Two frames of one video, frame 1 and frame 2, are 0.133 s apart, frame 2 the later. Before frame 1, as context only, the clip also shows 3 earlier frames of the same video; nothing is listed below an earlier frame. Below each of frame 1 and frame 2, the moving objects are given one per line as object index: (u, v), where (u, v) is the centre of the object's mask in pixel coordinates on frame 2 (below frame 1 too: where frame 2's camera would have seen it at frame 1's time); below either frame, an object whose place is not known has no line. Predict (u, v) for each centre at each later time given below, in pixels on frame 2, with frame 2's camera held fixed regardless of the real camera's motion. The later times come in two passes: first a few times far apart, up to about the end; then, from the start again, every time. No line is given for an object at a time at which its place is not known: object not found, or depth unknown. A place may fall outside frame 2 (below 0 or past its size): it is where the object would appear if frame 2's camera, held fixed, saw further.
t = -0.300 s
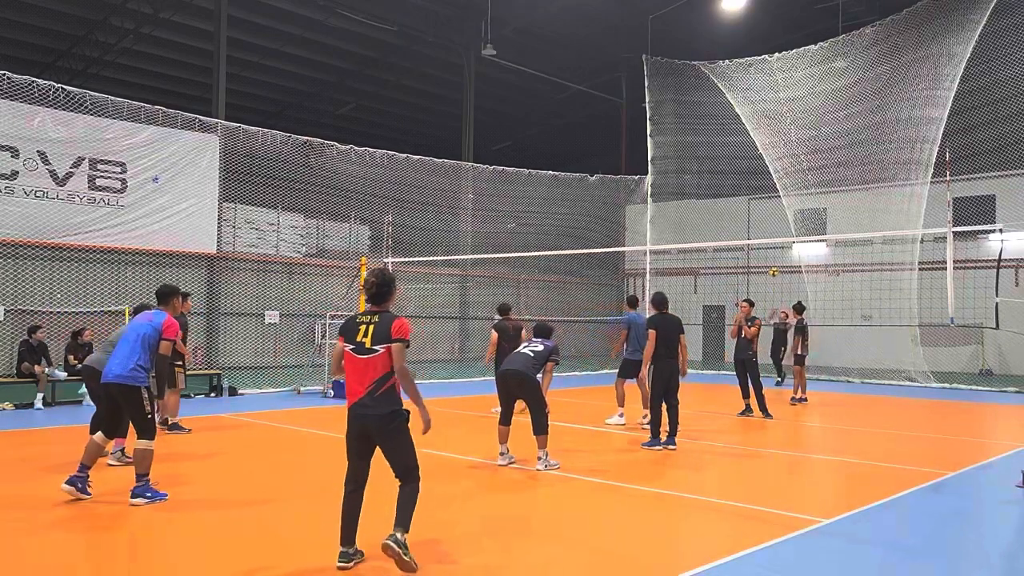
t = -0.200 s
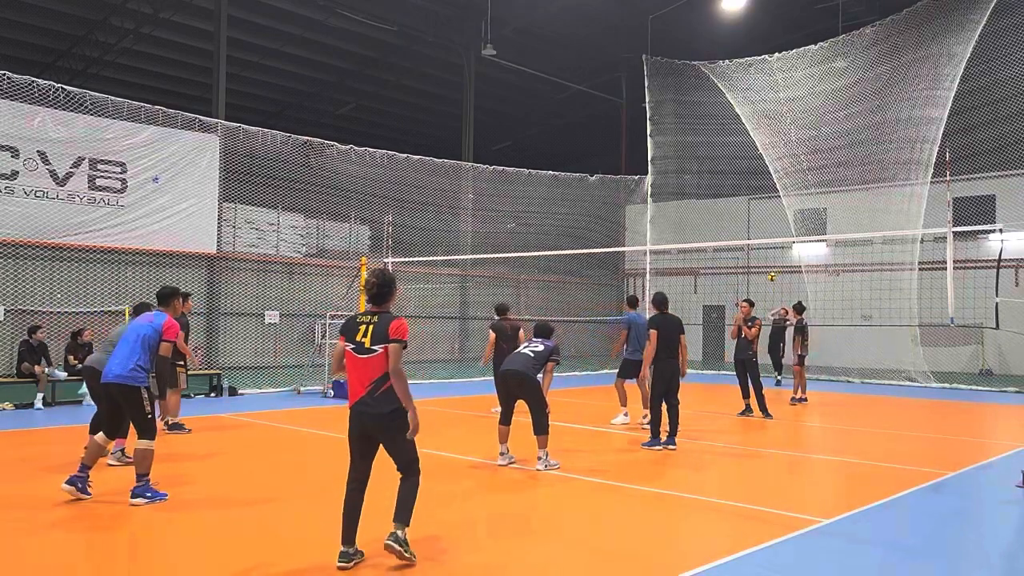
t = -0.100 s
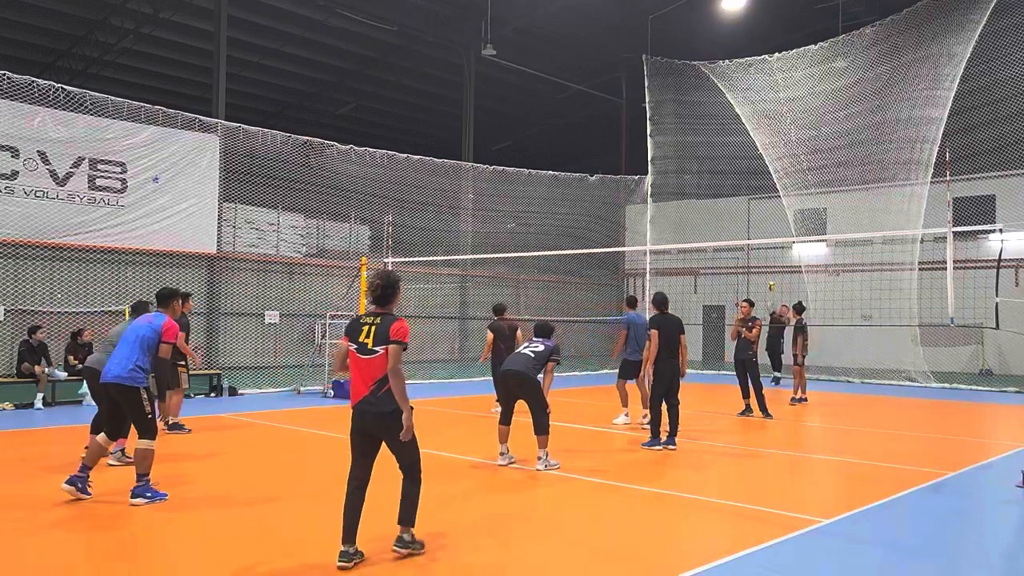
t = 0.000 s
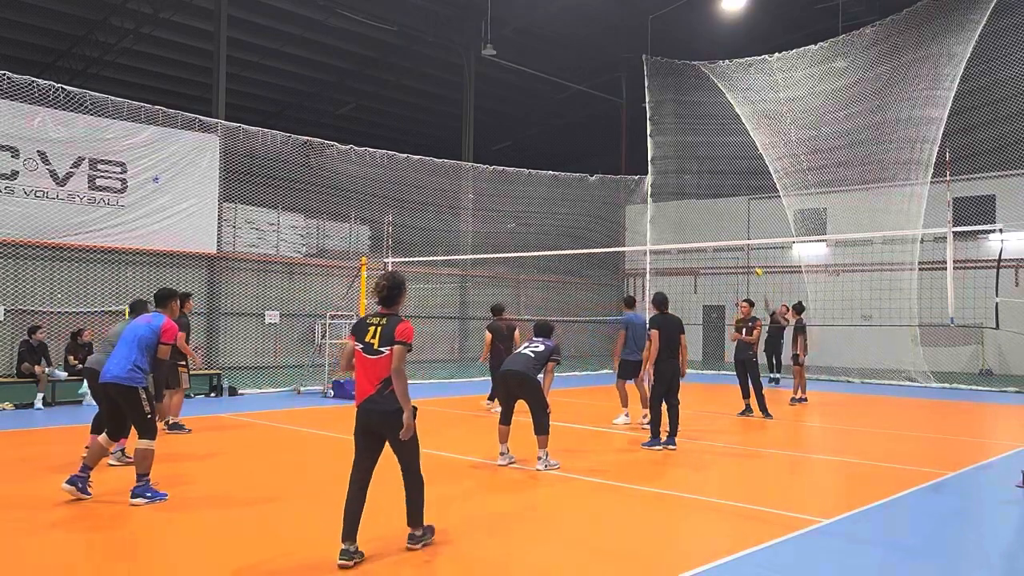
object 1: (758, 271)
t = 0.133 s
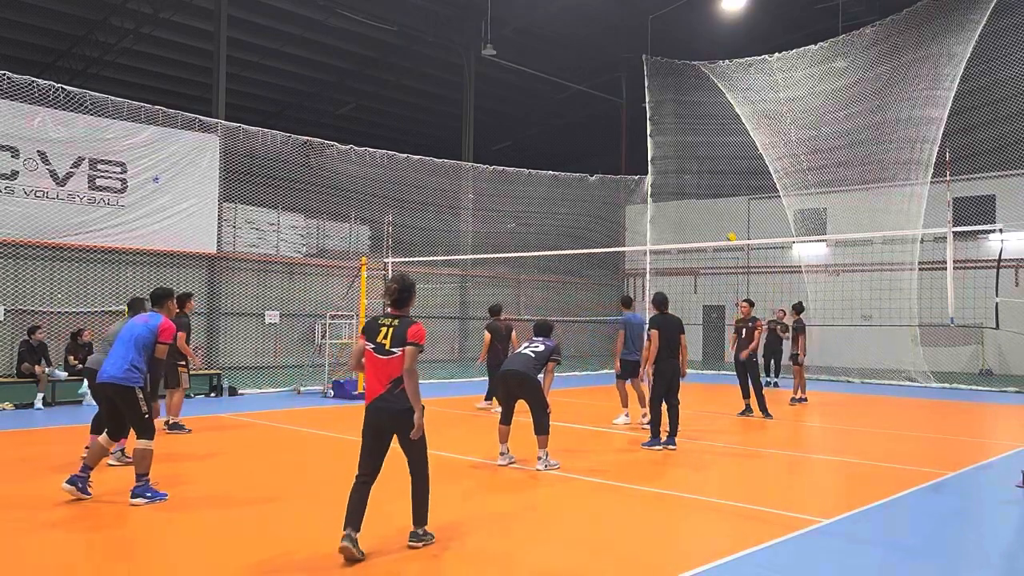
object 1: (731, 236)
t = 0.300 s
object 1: (694, 196)
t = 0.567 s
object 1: (623, 148)
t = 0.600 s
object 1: (613, 145)
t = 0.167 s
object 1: (724, 229)
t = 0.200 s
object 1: (718, 222)
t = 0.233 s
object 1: (710, 213)
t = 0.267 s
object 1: (702, 204)
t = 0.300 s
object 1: (694, 196)
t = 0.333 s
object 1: (686, 188)
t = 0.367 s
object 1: (678, 181)
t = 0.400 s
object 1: (670, 174)
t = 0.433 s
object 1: (661, 168)
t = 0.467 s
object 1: (652, 163)
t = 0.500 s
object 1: (642, 158)
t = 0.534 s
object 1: (633, 153)
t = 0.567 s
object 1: (623, 148)
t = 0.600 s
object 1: (613, 145)
